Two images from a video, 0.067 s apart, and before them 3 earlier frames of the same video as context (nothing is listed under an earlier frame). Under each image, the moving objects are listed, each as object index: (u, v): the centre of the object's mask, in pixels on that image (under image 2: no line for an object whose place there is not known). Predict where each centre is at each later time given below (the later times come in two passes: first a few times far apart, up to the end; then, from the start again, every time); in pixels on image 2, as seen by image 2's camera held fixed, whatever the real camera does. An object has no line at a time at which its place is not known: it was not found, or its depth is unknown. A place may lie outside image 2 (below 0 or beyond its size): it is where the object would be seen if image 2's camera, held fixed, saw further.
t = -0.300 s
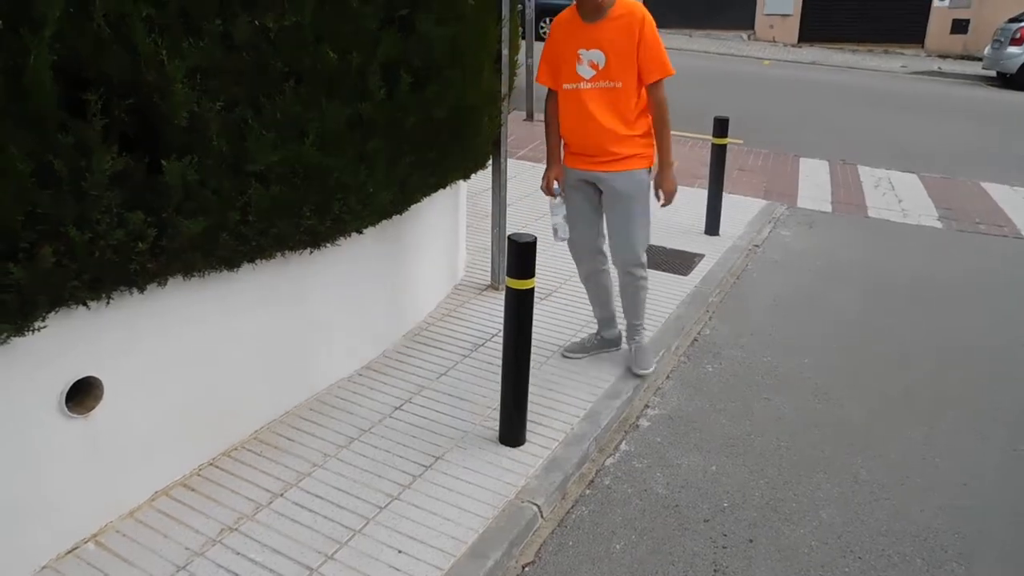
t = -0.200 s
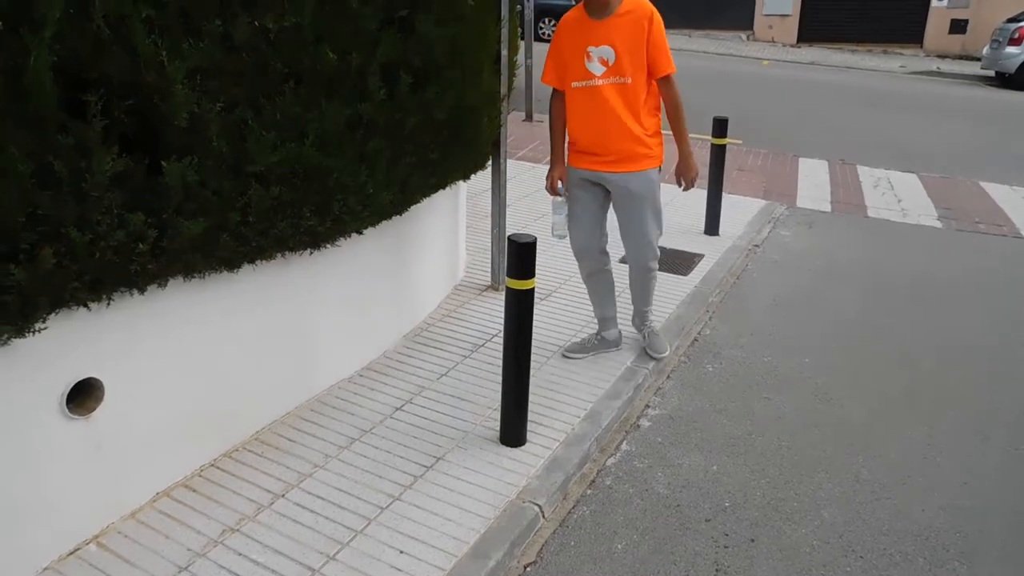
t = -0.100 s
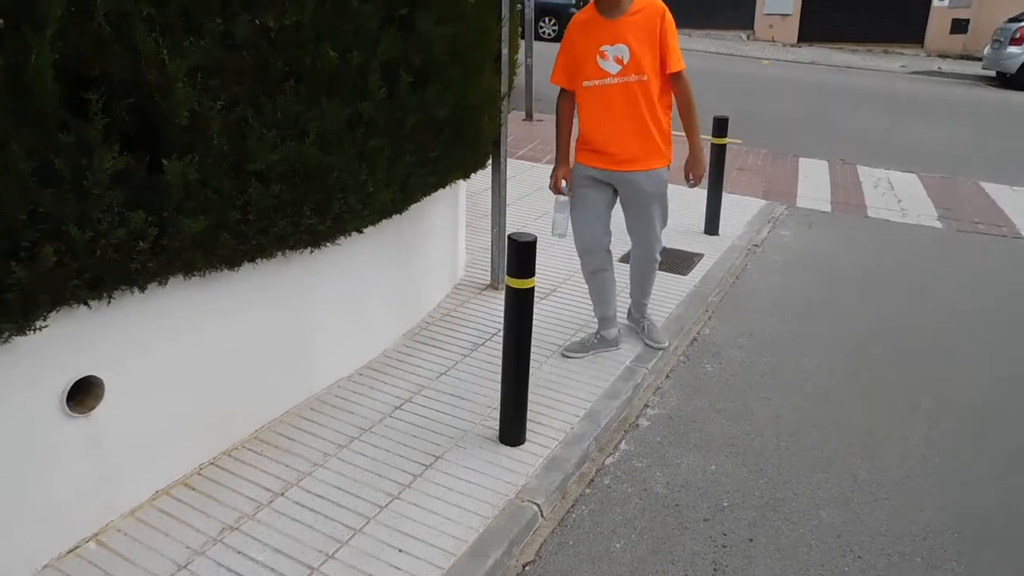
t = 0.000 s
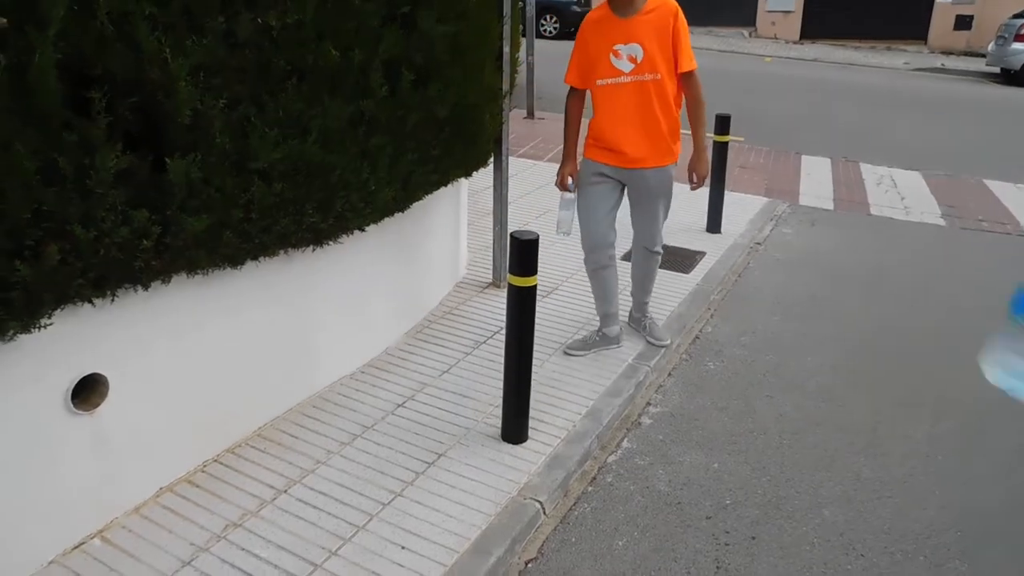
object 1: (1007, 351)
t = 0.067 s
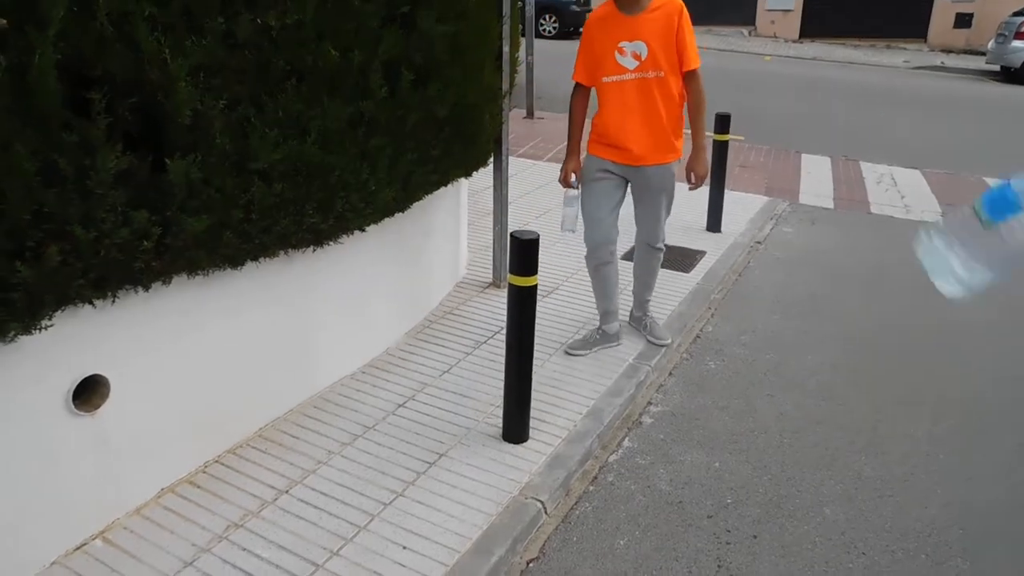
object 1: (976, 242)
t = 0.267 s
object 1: (790, 59)
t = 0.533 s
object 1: (612, 34)
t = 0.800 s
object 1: (476, 232)
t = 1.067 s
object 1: (418, 366)
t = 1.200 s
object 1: (415, 366)
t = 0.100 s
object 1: (961, 193)
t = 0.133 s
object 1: (948, 158)
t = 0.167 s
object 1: (922, 138)
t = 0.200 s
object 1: (874, 112)
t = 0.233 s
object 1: (830, 82)
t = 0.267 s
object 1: (790, 59)
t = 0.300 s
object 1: (747, 37)
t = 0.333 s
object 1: (721, 19)
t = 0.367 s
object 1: (719, 13)
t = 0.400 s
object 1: (710, 13)
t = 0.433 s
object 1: (686, 16)
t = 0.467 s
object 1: (662, 20)
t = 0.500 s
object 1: (638, 26)
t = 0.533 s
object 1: (612, 34)
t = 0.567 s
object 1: (588, 44)
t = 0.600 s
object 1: (565, 56)
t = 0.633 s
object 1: (549, 74)
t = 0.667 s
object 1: (533, 100)
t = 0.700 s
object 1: (519, 133)
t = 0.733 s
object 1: (503, 164)
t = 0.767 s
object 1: (490, 198)
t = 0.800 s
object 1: (476, 232)
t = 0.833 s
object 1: (464, 267)
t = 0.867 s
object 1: (451, 301)
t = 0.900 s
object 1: (440, 336)
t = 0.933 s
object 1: (427, 370)
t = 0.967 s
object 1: (424, 375)
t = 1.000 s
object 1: (424, 371)
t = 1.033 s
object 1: (424, 368)
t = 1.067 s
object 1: (418, 366)
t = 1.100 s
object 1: (417, 365)
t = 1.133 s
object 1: (416, 366)
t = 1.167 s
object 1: (415, 366)
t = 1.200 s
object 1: (415, 366)
